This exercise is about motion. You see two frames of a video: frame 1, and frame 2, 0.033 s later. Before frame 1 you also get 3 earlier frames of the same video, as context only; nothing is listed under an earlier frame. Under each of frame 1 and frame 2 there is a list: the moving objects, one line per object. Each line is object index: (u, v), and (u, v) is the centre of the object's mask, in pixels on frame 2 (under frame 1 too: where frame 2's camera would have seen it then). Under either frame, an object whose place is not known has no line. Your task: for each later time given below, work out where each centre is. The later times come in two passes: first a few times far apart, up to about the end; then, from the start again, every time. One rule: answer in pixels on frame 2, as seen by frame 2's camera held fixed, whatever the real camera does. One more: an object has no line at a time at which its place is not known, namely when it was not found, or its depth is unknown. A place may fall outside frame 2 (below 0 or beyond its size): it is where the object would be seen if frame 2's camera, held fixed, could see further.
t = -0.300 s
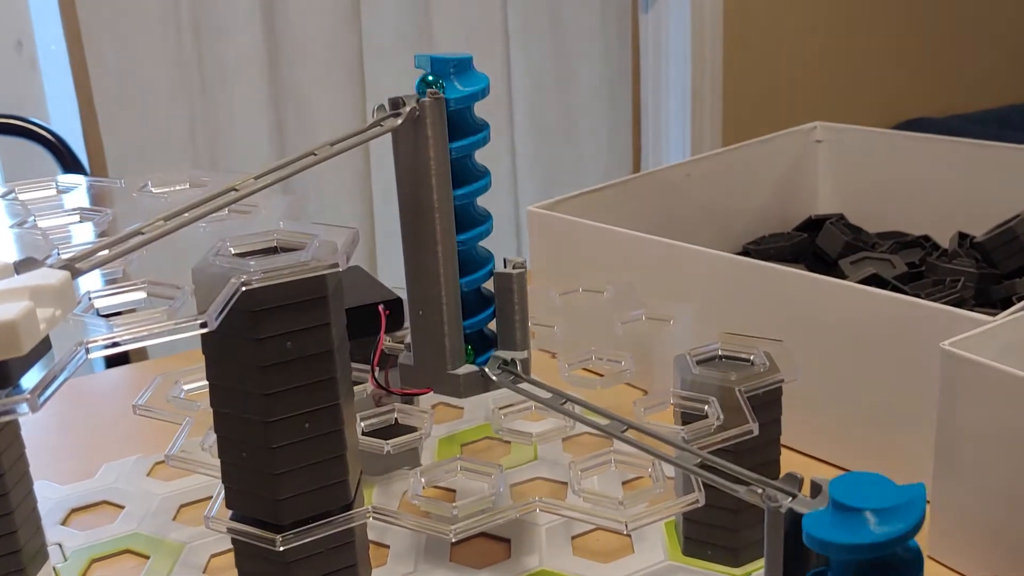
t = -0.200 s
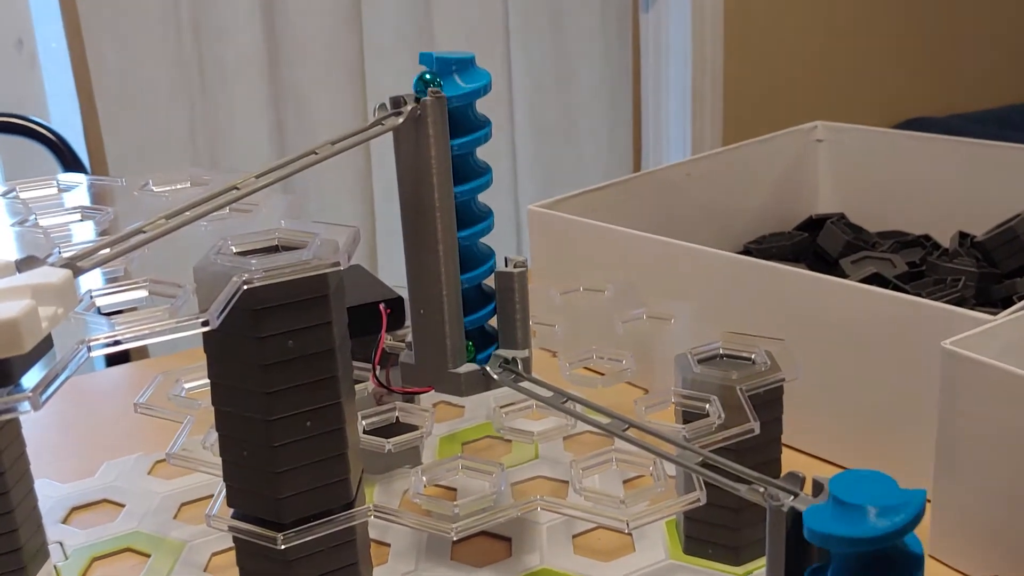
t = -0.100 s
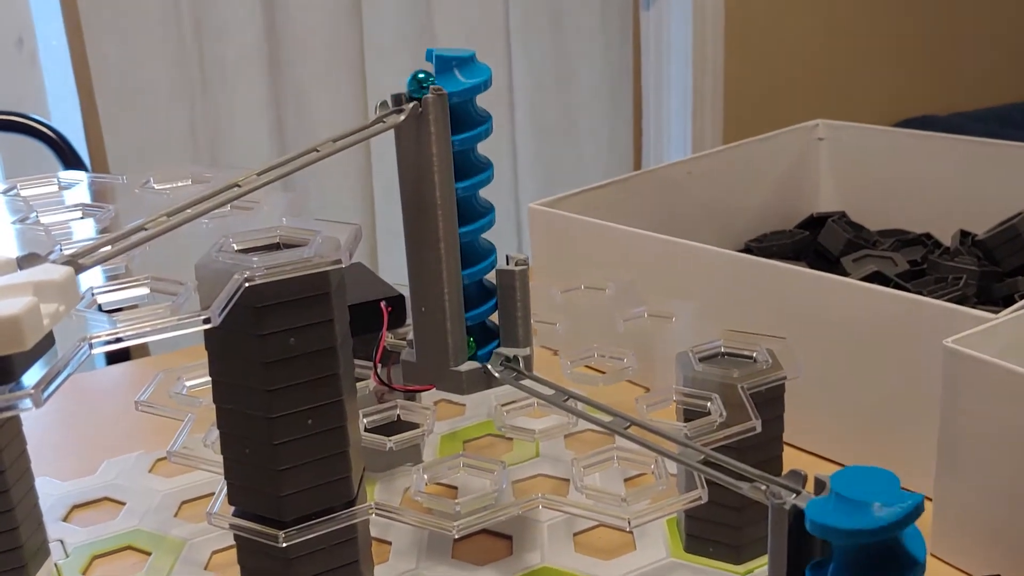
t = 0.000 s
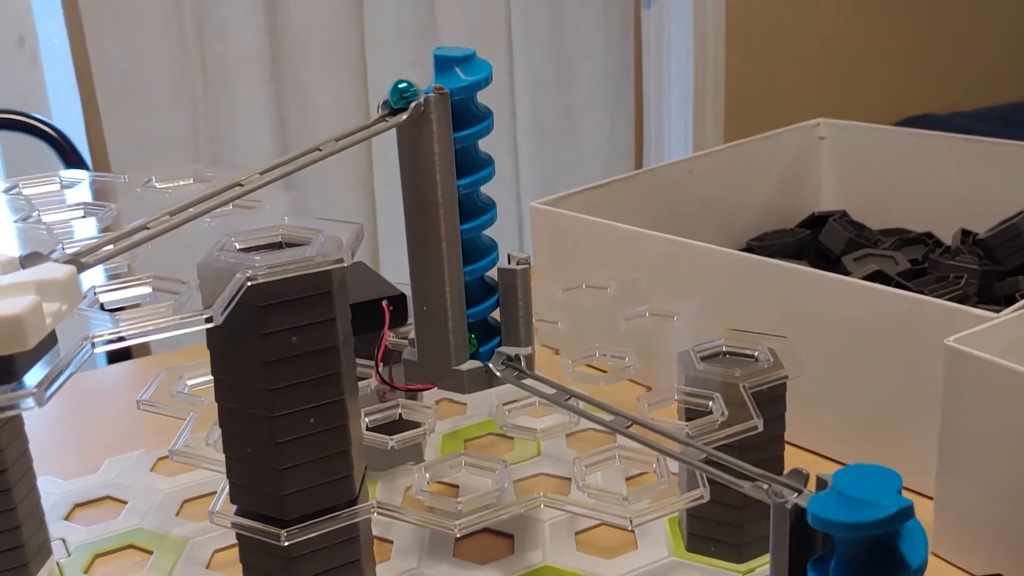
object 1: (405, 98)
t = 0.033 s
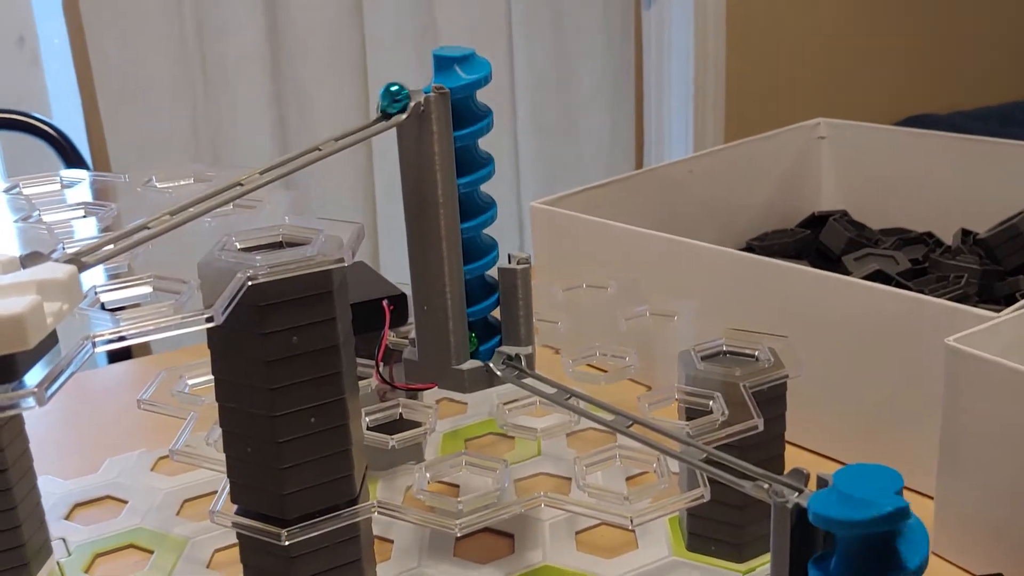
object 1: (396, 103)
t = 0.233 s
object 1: (327, 136)
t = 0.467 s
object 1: (165, 210)
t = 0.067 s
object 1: (391, 106)
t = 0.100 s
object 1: (380, 112)
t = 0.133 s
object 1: (369, 118)
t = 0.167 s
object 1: (357, 123)
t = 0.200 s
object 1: (343, 129)
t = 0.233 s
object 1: (327, 136)
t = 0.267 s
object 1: (309, 141)
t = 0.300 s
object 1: (292, 151)
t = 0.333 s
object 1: (272, 159)
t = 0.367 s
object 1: (248, 170)
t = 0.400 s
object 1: (224, 181)
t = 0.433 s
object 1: (197, 194)
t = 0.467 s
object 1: (165, 210)
